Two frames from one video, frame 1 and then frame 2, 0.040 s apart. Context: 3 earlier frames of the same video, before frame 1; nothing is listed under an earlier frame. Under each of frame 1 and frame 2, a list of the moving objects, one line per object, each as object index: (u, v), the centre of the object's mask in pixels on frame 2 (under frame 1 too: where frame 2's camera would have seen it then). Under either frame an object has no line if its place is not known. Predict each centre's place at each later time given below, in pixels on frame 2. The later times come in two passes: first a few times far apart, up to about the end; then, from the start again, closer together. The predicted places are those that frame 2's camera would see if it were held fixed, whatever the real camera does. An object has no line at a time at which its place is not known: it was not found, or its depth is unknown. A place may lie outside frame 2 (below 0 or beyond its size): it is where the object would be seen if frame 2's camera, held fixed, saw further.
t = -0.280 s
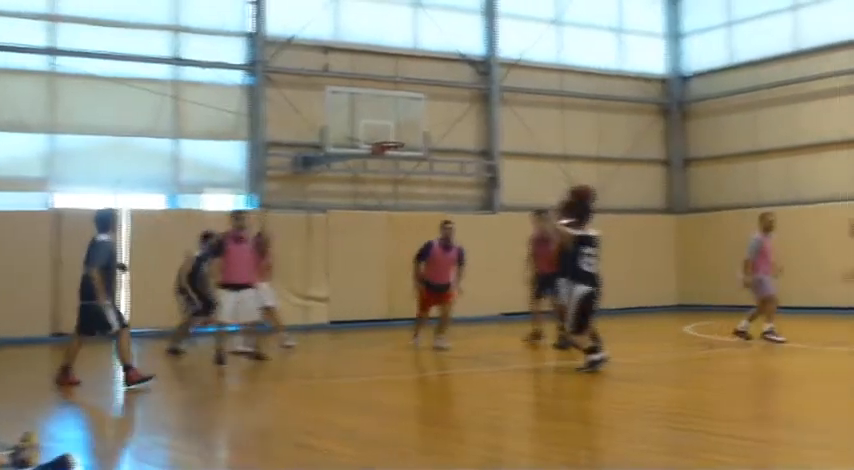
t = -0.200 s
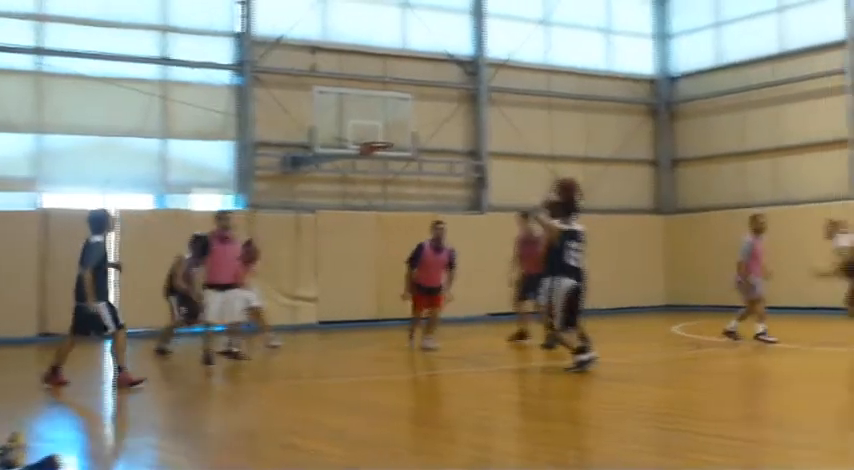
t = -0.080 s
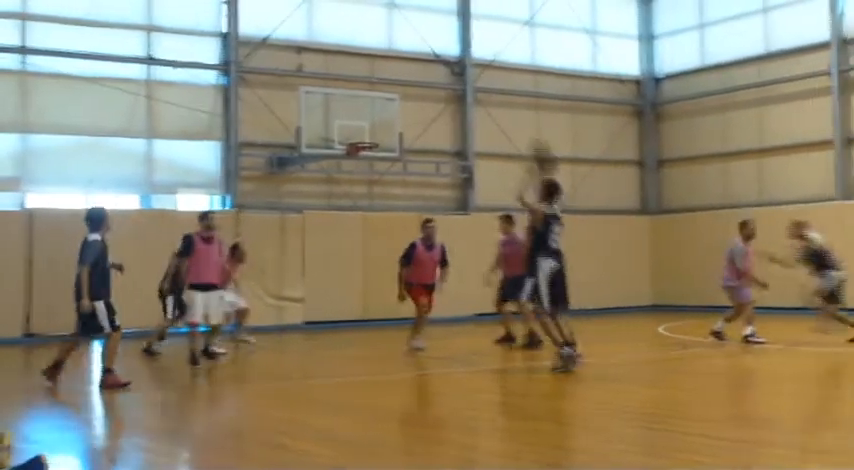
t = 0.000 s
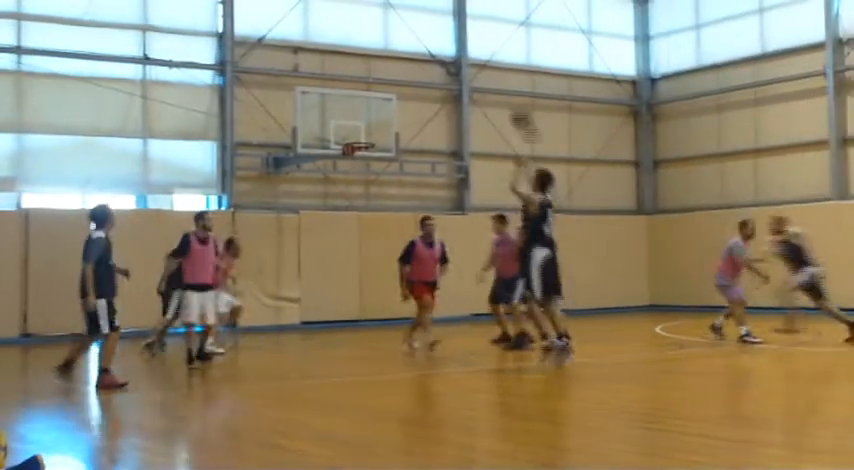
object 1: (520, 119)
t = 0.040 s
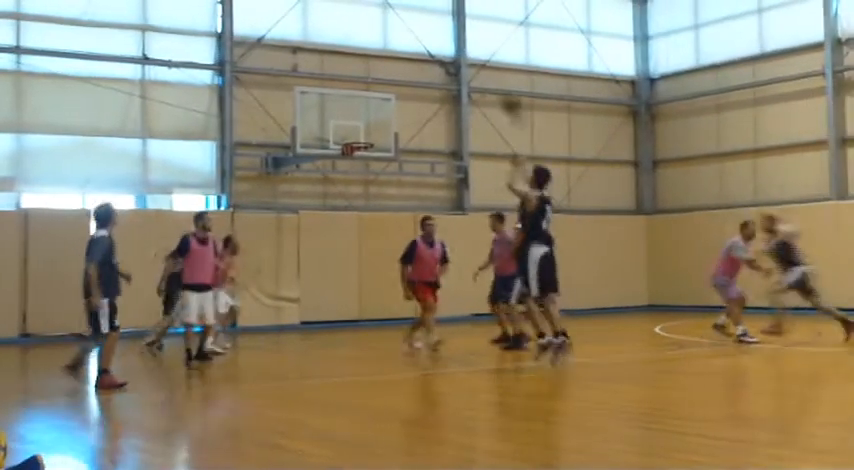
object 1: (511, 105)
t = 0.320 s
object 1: (455, 40)
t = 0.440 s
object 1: (434, 34)
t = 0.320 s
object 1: (455, 40)
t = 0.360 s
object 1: (446, 36)
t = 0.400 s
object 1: (440, 34)
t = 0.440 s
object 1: (434, 34)
